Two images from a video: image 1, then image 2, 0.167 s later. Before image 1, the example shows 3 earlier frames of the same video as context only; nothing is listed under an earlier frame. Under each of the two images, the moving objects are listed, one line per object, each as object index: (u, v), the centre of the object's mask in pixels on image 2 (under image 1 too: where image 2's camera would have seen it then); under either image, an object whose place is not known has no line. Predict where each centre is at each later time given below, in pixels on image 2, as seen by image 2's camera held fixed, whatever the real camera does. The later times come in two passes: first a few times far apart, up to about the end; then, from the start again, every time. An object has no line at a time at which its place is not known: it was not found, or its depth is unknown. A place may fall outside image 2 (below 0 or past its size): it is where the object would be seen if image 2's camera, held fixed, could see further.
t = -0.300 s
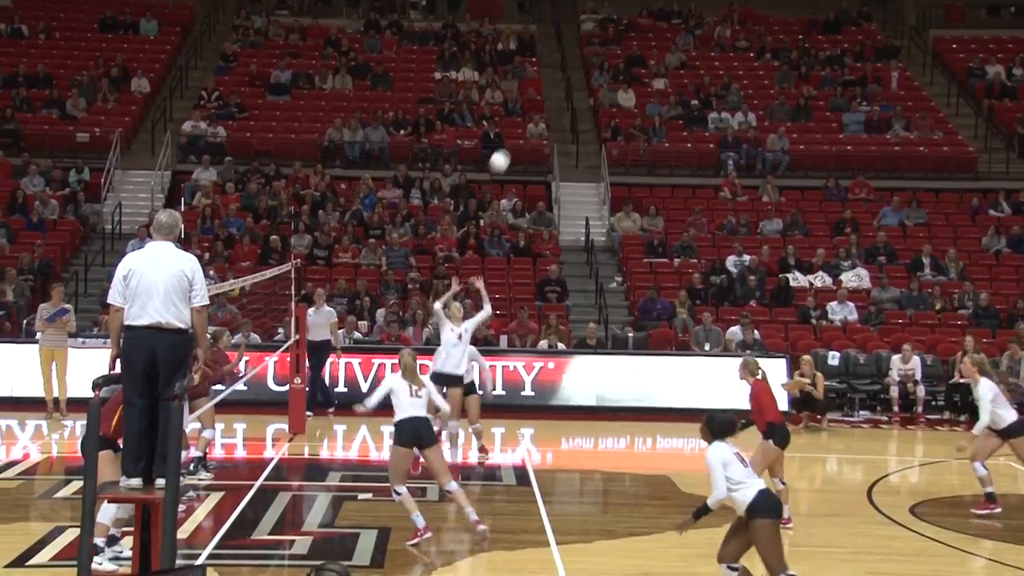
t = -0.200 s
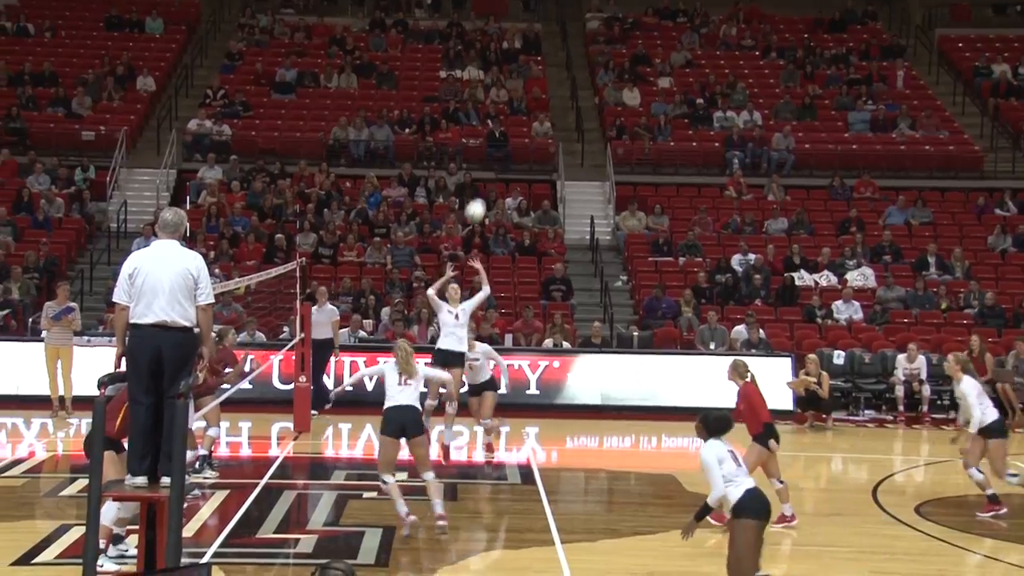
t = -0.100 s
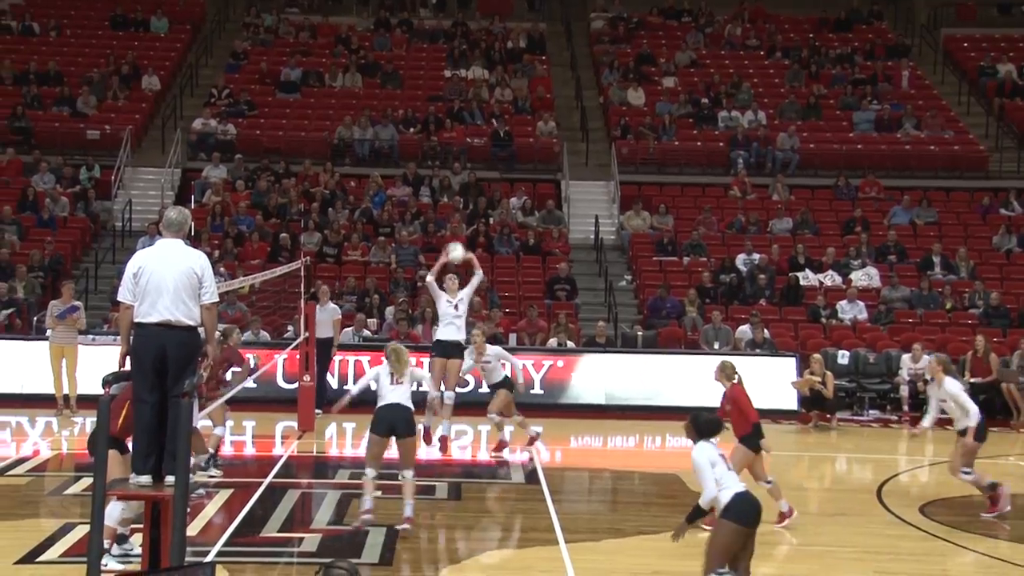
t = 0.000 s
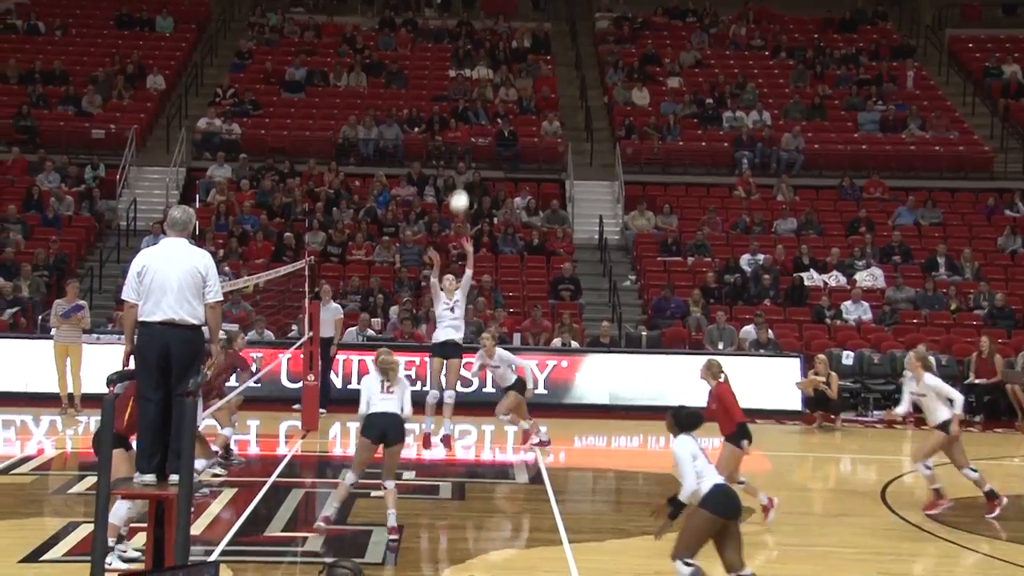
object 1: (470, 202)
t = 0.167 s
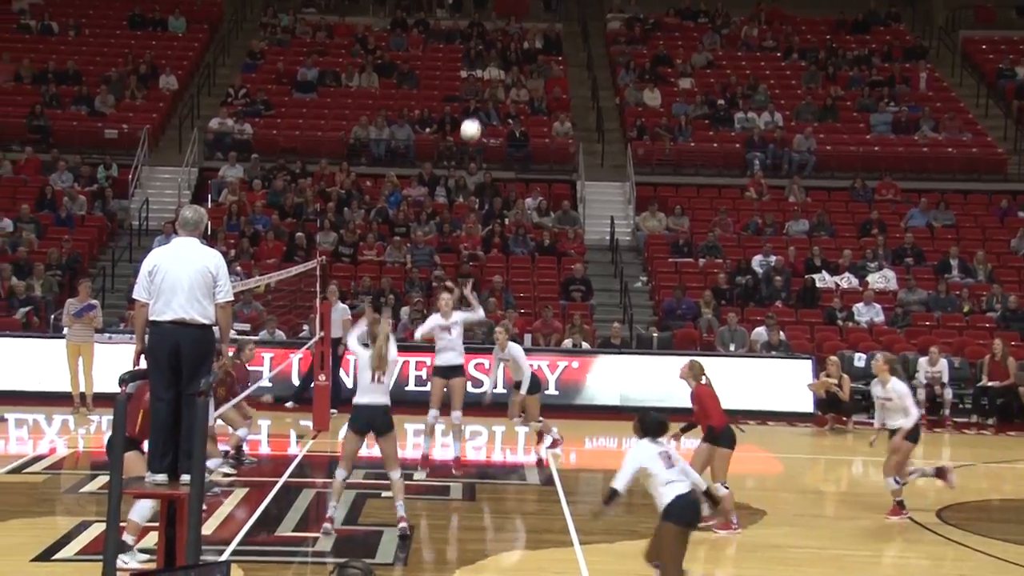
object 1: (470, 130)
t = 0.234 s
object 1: (470, 107)
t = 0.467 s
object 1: (468, 58)
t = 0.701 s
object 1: (463, 65)
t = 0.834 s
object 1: (460, 100)
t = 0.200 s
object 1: (470, 118)
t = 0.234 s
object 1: (470, 107)
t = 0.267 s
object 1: (470, 96)
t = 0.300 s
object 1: (470, 87)
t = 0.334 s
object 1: (470, 79)
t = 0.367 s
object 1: (469, 73)
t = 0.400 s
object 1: (470, 66)
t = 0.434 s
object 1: (469, 62)
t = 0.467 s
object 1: (468, 58)
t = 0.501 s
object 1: (468, 55)
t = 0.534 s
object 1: (467, 54)
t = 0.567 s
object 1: (467, 53)
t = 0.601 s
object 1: (466, 54)
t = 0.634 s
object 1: (465, 56)
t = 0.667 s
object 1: (464, 61)
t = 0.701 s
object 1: (463, 65)
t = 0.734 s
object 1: (463, 72)
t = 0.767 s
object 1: (462, 80)
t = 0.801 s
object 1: (461, 89)
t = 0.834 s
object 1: (460, 100)
